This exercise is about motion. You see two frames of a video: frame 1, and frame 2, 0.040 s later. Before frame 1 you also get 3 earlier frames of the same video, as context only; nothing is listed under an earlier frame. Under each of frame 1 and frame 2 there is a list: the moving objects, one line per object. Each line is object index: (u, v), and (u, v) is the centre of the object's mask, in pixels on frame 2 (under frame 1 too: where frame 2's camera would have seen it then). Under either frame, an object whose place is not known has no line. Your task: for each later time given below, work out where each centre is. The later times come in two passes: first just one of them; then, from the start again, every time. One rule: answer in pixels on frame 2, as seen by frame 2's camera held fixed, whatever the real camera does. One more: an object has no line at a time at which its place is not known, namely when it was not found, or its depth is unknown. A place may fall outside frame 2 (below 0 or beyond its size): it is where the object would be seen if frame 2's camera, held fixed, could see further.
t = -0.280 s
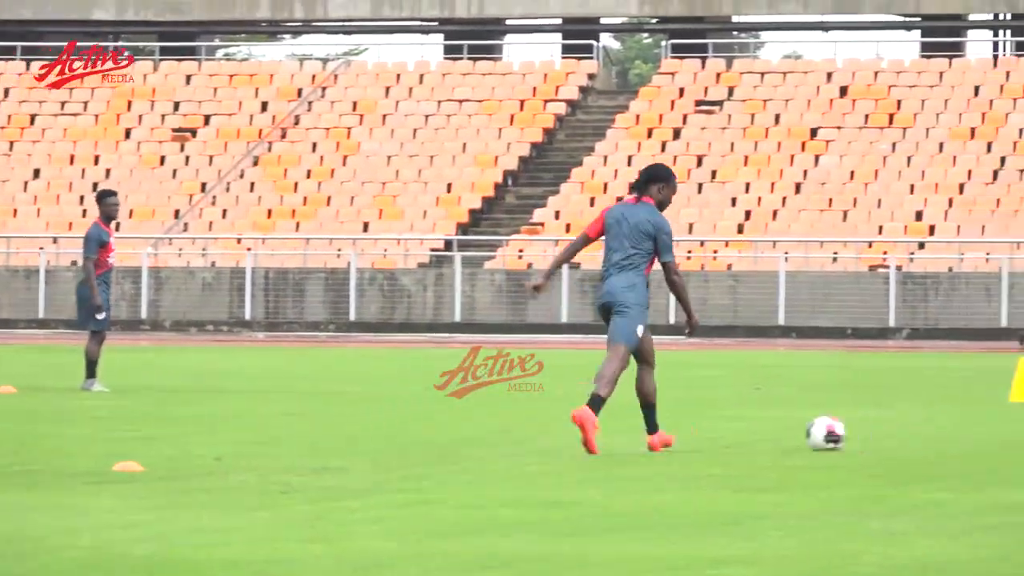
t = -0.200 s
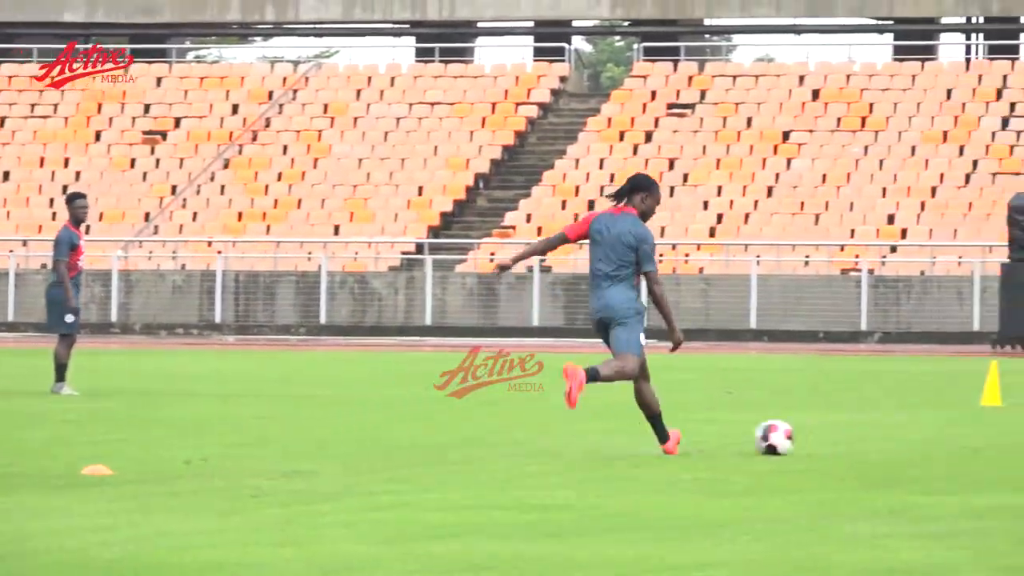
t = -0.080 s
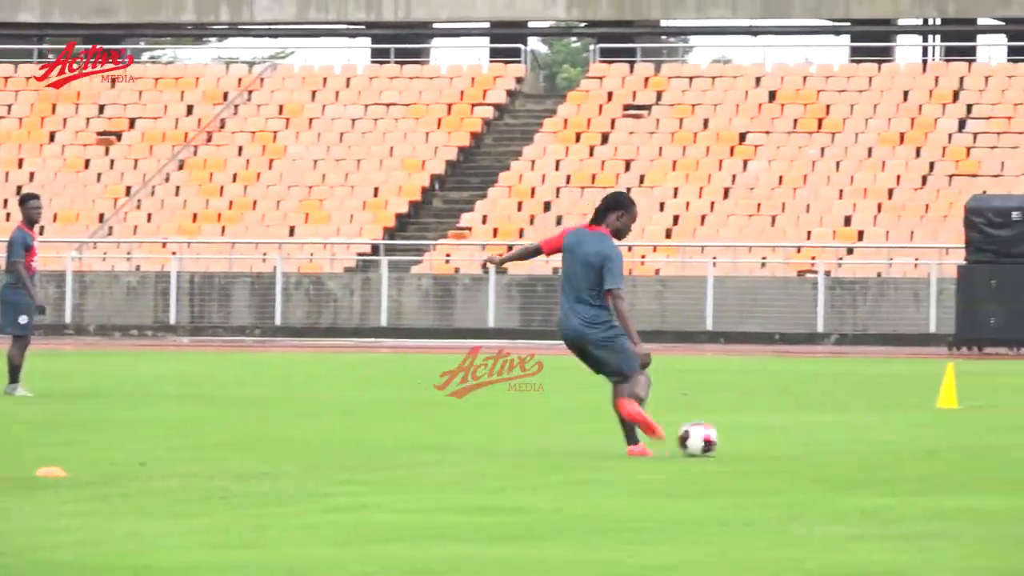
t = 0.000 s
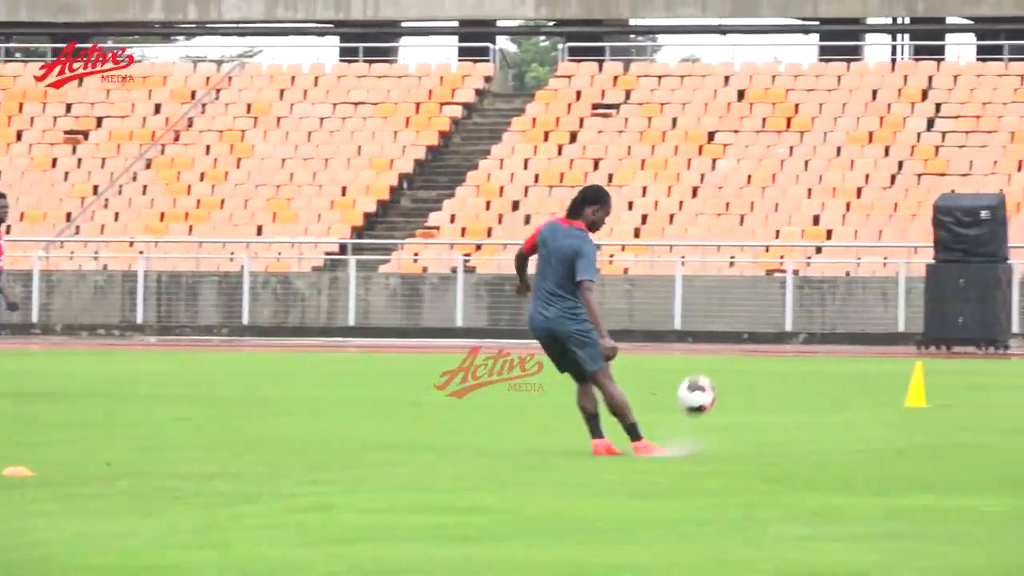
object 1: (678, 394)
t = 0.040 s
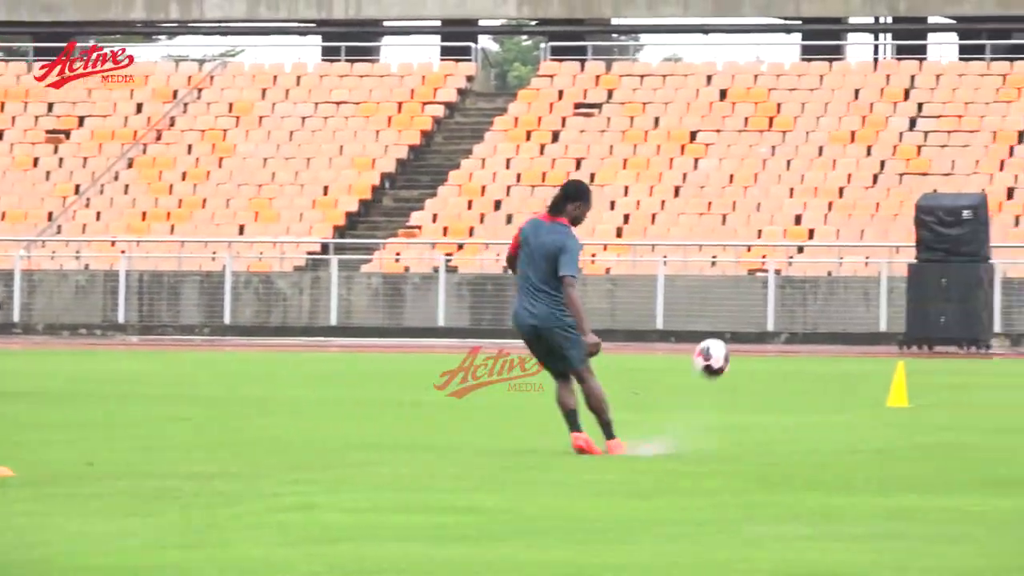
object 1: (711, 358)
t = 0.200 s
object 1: (828, 239)
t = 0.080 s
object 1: (743, 325)
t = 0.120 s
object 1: (772, 292)
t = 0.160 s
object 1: (801, 264)
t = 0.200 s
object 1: (828, 239)
